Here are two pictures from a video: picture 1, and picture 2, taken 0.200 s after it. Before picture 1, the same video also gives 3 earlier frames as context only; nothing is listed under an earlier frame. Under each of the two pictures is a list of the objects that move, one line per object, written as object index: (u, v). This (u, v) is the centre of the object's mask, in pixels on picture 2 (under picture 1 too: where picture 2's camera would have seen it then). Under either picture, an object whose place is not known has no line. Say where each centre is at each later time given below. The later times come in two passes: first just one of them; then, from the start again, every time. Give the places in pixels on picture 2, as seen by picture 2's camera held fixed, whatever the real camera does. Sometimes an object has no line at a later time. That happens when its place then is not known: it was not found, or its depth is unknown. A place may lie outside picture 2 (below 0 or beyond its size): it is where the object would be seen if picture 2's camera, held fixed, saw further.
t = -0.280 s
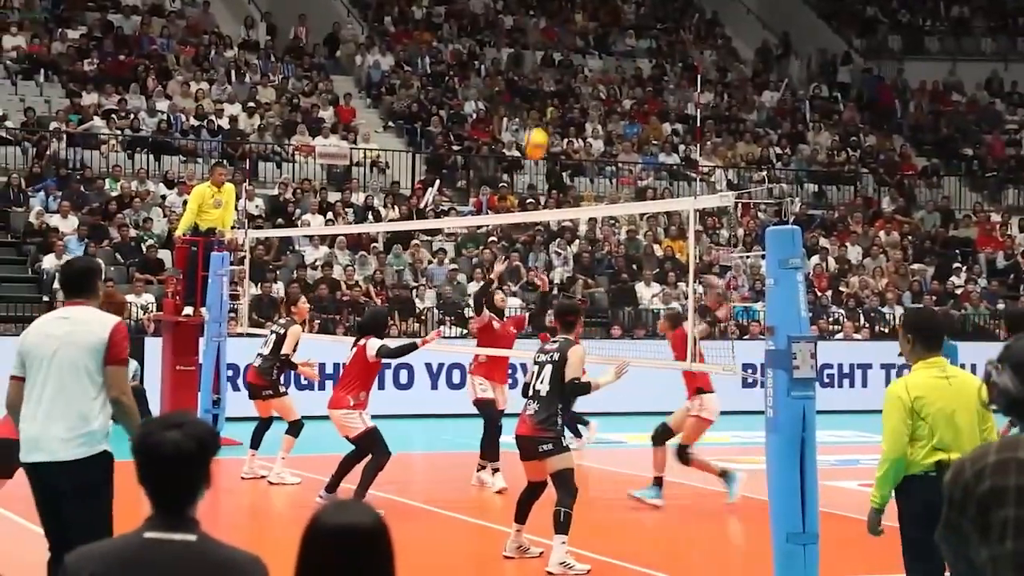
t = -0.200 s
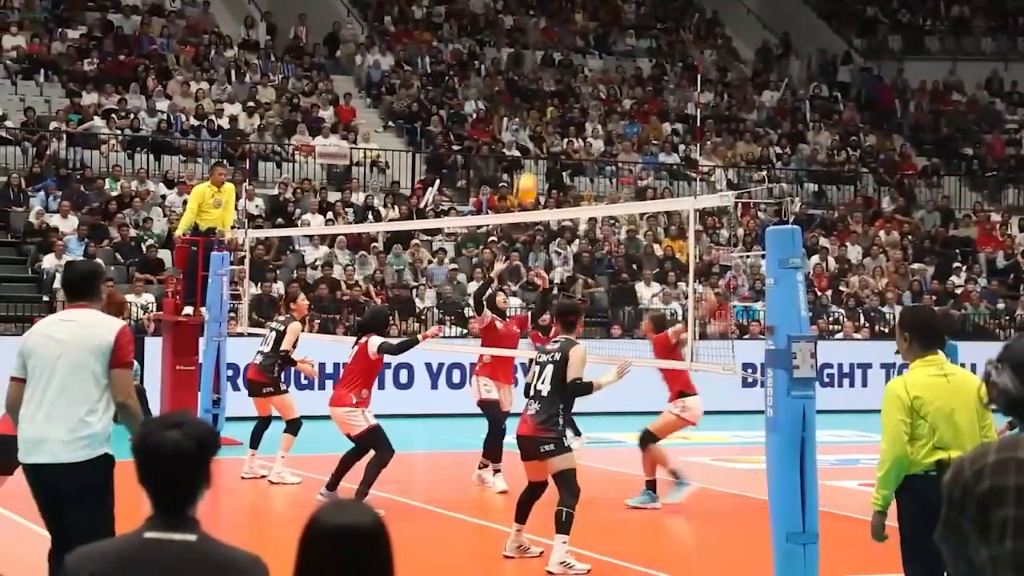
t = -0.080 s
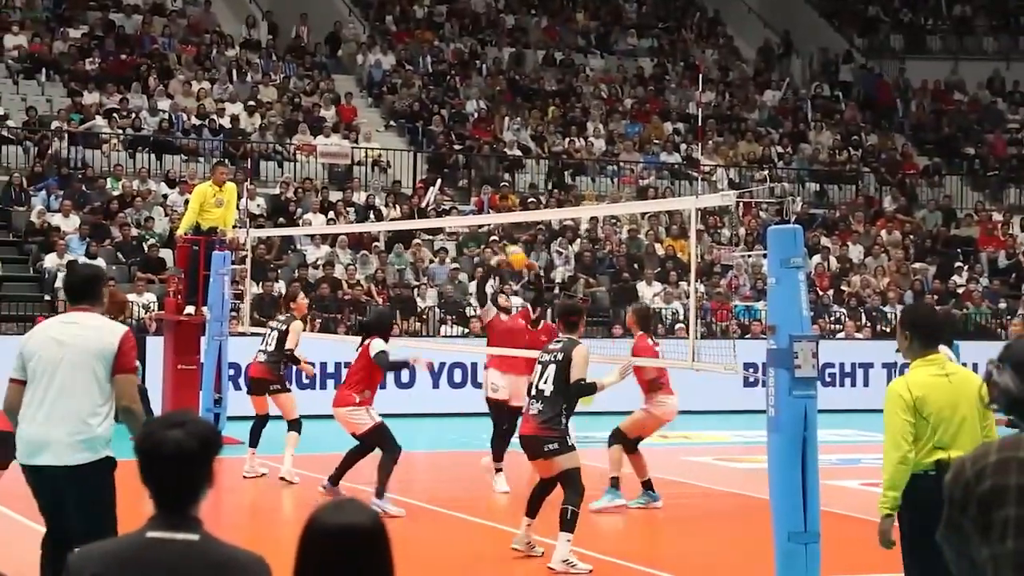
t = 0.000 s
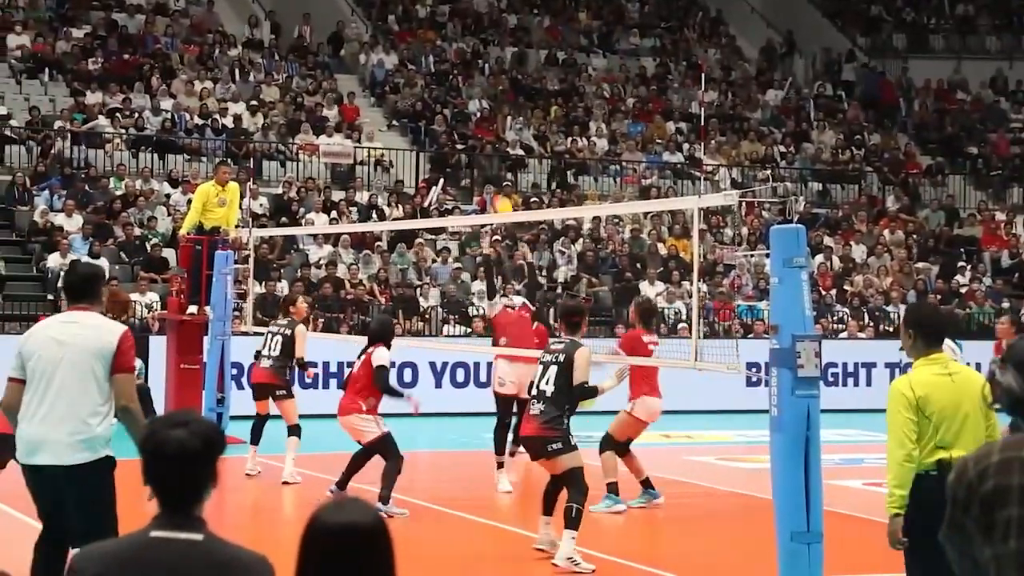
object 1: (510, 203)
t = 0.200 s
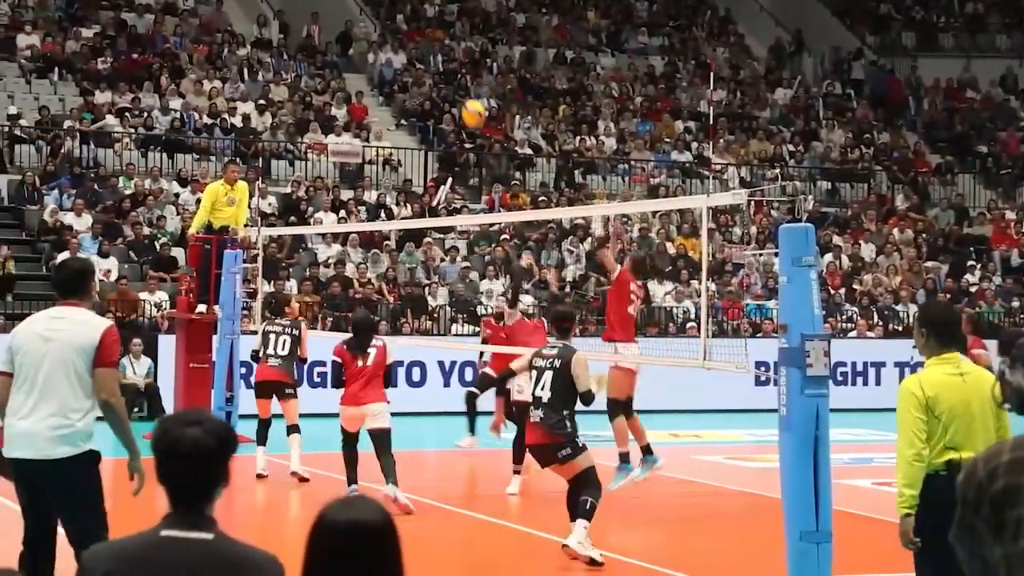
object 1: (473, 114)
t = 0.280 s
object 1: (459, 88)
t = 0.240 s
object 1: (466, 100)
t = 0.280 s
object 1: (459, 88)
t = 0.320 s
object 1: (452, 78)
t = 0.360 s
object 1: (444, 70)
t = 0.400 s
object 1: (438, 64)
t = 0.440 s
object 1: (433, 60)
